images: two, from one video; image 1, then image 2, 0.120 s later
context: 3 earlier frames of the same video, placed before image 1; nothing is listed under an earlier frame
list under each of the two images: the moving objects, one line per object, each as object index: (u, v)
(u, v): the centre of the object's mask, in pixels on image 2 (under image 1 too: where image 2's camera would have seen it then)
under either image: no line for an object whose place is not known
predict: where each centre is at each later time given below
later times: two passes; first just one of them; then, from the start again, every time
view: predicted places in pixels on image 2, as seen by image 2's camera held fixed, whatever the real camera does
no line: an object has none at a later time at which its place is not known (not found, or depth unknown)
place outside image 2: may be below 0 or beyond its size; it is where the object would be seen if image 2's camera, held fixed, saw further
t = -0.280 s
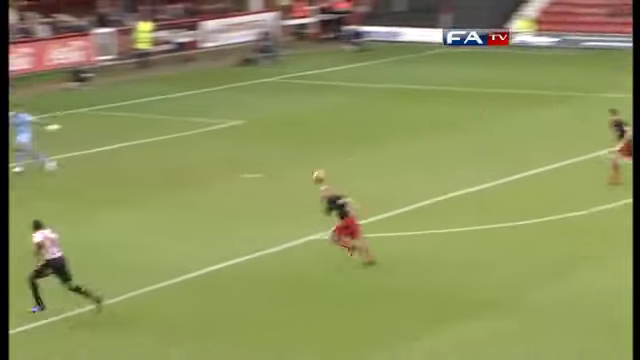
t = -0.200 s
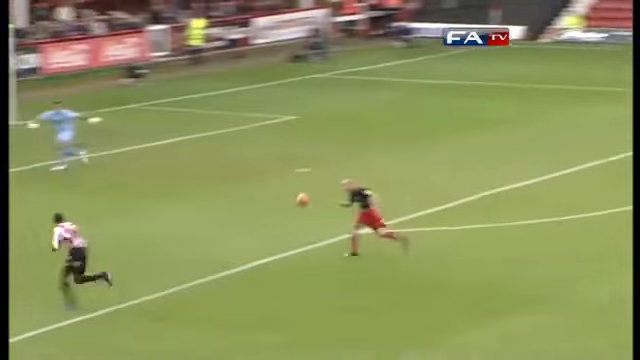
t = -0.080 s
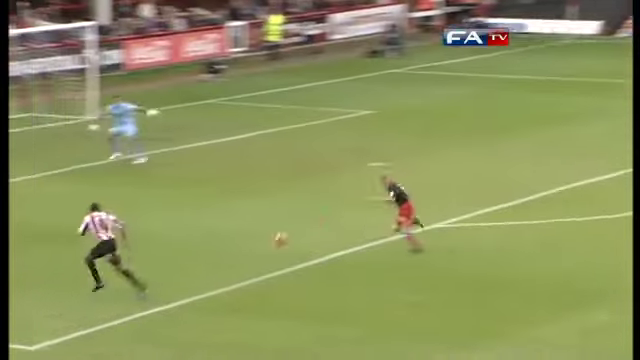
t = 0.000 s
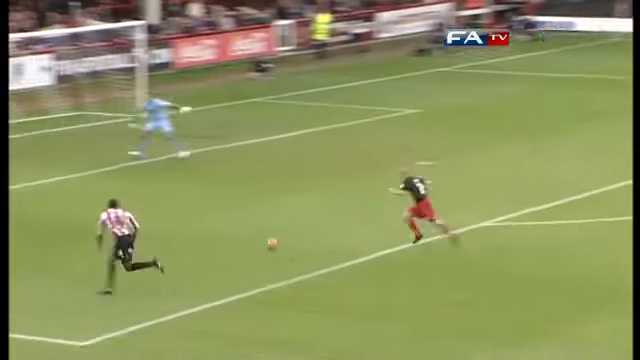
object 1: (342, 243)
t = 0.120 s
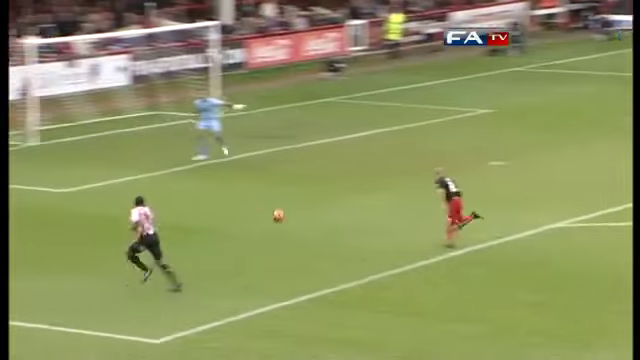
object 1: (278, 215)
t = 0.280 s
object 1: (189, 190)
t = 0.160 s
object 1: (256, 207)
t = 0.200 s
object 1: (234, 200)
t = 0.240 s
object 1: (212, 195)
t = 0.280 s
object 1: (189, 190)
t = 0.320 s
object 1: (166, 186)
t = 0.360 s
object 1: (145, 183)
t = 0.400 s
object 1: (124, 180)
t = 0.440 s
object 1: (103, 180)
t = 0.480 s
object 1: (81, 180)
